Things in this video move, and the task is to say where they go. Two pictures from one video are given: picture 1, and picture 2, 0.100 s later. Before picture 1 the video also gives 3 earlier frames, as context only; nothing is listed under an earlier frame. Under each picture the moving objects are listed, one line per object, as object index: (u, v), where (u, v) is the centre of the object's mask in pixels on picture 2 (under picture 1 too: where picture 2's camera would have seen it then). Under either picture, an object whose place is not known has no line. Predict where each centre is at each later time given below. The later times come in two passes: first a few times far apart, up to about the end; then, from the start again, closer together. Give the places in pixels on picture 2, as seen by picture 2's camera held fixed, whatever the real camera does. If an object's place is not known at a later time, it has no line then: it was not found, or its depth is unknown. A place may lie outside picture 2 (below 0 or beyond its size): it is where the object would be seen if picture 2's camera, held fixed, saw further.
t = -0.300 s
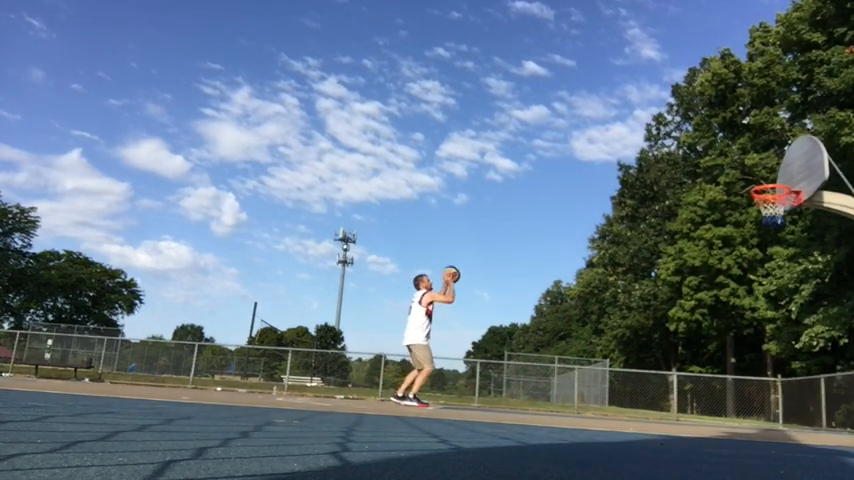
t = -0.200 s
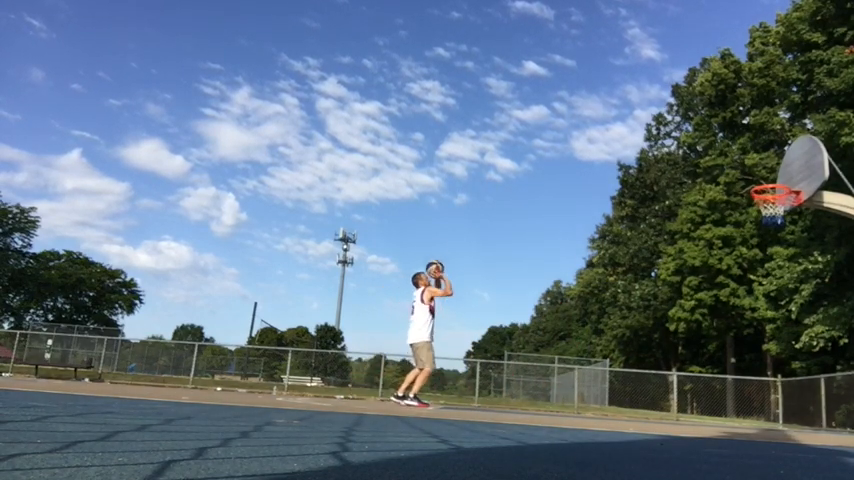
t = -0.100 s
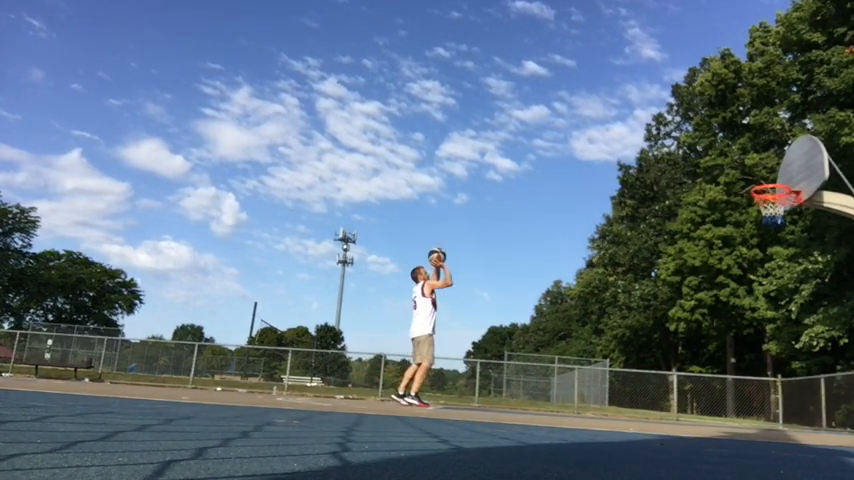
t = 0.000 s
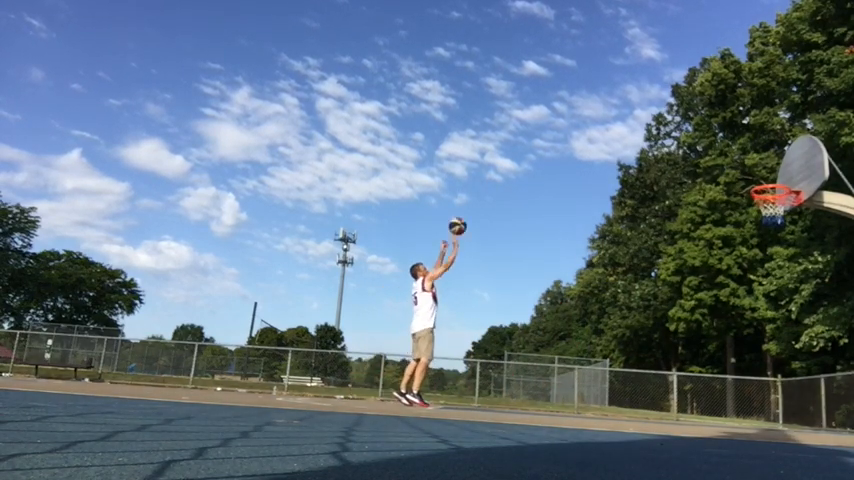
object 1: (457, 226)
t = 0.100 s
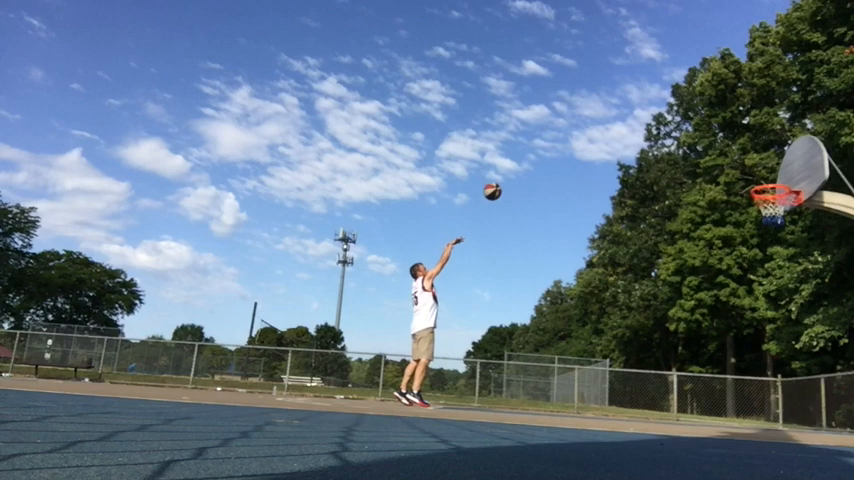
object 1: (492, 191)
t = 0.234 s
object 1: (537, 157)
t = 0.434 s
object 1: (601, 129)
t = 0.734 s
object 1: (693, 136)
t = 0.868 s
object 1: (736, 161)
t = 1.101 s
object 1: (796, 213)
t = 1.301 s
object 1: (810, 249)
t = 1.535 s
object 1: (831, 331)
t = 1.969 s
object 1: (824, 344)
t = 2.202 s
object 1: (801, 312)
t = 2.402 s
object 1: (783, 314)
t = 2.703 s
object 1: (758, 375)
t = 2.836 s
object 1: (747, 417)
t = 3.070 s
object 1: (728, 365)
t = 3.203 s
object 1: (718, 354)
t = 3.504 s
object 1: (696, 377)
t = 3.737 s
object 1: (679, 398)
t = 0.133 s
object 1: (503, 182)
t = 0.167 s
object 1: (515, 172)
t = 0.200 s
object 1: (526, 164)
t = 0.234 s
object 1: (537, 157)
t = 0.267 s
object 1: (547, 151)
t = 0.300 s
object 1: (558, 144)
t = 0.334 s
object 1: (569, 140)
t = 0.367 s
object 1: (580, 135)
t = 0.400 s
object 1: (590, 132)
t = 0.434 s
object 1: (601, 129)
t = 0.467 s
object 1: (612, 127)
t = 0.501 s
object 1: (622, 126)
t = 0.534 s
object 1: (632, 125)
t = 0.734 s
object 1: (693, 136)
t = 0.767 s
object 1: (703, 141)
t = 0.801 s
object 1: (714, 148)
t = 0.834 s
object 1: (726, 153)
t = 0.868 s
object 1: (736, 161)
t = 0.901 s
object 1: (747, 168)
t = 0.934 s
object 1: (757, 176)
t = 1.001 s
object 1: (778, 196)
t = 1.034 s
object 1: (787, 203)
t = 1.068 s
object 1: (791, 209)
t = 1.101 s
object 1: (796, 213)
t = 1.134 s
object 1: (796, 216)
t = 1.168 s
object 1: (799, 221)
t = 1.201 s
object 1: (802, 226)
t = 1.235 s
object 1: (805, 233)
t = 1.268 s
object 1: (808, 242)
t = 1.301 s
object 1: (810, 249)
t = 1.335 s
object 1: (813, 259)
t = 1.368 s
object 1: (816, 268)
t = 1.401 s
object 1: (819, 279)
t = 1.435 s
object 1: (822, 291)
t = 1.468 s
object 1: (825, 303)
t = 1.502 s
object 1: (827, 316)
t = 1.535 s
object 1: (831, 331)
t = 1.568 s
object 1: (834, 345)
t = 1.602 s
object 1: (837, 360)
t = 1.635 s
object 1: (840, 377)
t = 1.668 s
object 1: (843, 394)
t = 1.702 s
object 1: (845, 413)
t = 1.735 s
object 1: (846, 422)
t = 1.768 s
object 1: (844, 407)
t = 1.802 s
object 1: (841, 394)
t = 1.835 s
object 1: (838, 382)
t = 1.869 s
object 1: (834, 371)
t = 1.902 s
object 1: (831, 362)
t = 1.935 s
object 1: (827, 352)
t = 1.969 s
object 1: (824, 344)
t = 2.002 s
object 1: (821, 336)
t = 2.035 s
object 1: (817, 330)
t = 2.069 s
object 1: (814, 325)
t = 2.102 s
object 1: (811, 320)
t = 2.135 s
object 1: (808, 316)
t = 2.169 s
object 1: (805, 313)
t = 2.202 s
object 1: (801, 312)
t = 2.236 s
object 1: (798, 310)
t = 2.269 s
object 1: (795, 310)
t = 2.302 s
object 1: (792, 310)
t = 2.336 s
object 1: (789, 311)
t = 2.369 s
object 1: (787, 312)
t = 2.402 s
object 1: (783, 314)
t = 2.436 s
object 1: (780, 318)
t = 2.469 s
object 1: (777, 323)
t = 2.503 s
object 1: (774, 328)
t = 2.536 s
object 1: (771, 333)
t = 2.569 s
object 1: (768, 340)
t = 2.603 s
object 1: (765, 348)
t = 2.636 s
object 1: (763, 357)
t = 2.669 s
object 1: (760, 366)
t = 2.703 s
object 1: (758, 375)
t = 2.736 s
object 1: (755, 386)
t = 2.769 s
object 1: (752, 398)
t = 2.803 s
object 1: (749, 410)
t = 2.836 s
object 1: (747, 417)
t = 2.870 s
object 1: (744, 407)
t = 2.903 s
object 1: (741, 397)
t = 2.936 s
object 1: (739, 389)
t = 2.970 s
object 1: (736, 381)
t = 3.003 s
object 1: (733, 375)
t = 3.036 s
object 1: (731, 369)
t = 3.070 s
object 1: (728, 365)
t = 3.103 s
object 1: (725, 361)
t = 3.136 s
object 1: (723, 358)
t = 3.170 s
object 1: (720, 356)
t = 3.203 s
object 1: (718, 354)
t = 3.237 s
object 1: (715, 354)
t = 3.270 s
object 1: (713, 354)
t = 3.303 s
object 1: (710, 355)
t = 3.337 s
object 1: (708, 357)
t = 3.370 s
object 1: (705, 359)
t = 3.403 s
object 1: (703, 362)
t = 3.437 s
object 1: (701, 367)
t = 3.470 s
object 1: (698, 372)
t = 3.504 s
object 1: (696, 377)
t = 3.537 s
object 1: (693, 385)
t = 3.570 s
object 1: (691, 392)
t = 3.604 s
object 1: (688, 401)
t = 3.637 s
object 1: (686, 410)
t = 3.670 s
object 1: (683, 412)
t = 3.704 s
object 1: (681, 404)
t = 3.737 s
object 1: (679, 398)
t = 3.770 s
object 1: (676, 392)
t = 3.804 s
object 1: (673, 387)
